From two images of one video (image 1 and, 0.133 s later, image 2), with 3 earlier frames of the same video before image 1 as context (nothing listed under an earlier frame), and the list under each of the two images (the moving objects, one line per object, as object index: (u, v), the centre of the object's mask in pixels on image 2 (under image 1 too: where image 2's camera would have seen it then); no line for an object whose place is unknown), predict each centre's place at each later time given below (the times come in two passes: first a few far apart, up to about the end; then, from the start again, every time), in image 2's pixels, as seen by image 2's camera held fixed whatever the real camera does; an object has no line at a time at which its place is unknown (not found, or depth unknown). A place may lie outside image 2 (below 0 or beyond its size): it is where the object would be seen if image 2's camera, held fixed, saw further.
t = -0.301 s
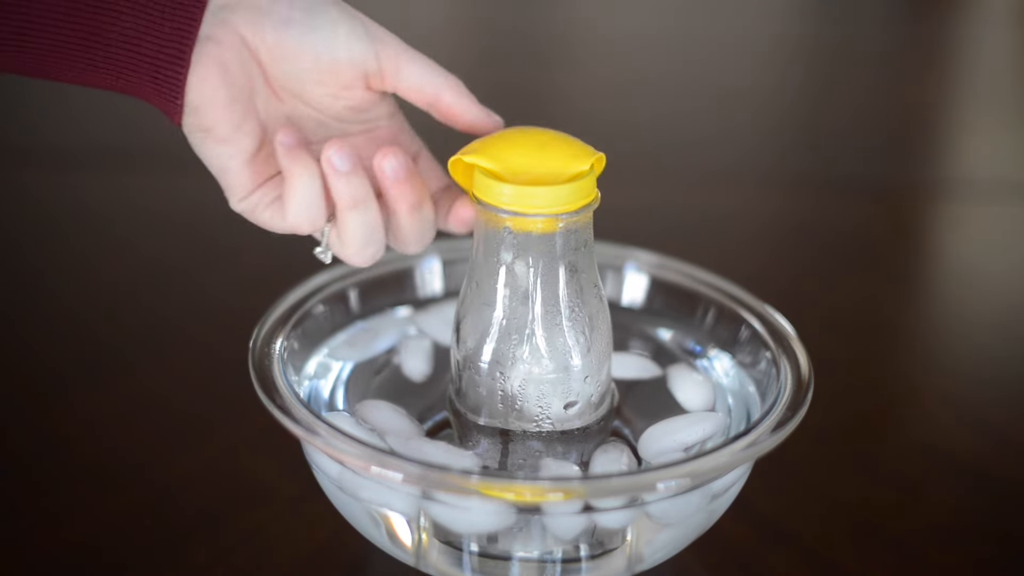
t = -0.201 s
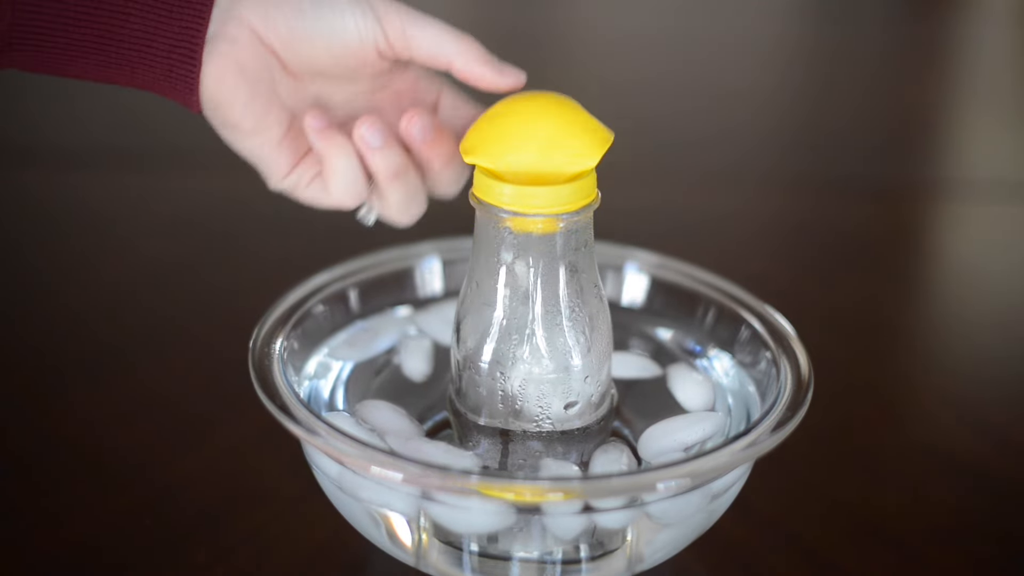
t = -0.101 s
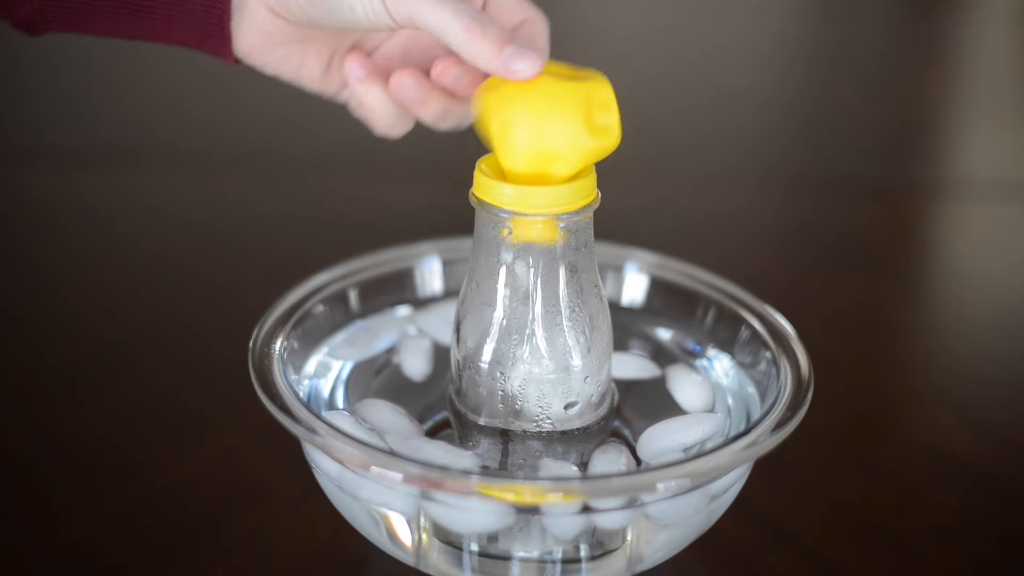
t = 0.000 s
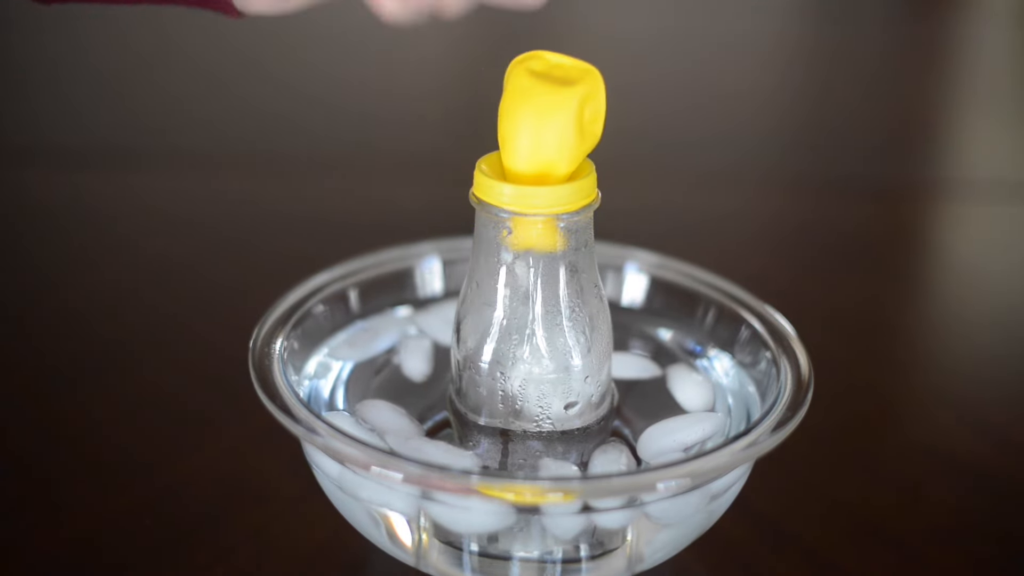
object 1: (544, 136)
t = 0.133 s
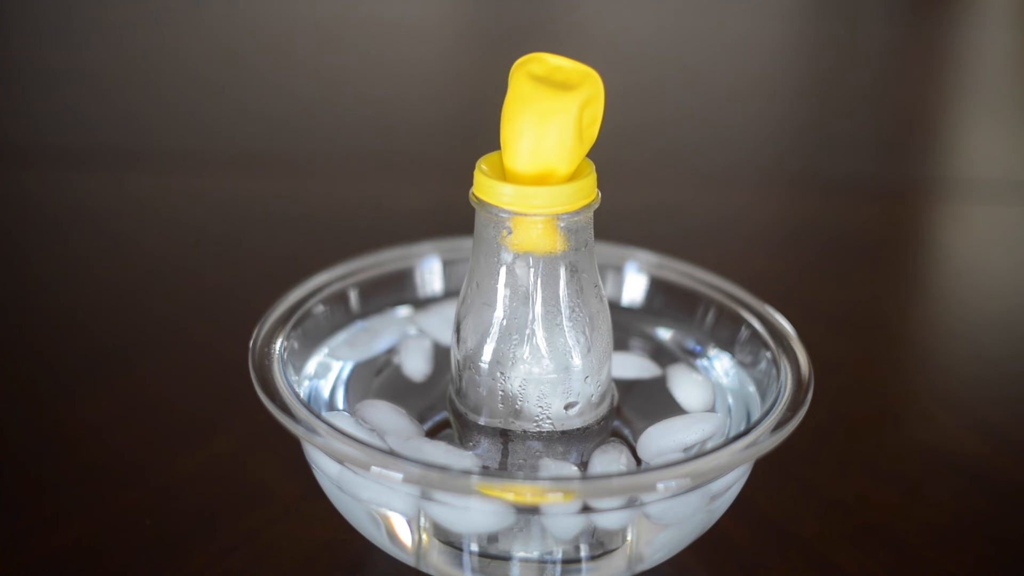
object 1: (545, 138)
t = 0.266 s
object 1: (546, 139)
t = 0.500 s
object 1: (545, 143)
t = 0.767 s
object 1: (545, 147)
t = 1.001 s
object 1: (546, 147)
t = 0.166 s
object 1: (545, 138)
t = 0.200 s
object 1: (545, 138)
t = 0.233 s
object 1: (546, 139)
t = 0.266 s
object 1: (546, 139)
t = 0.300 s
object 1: (546, 139)
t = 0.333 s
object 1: (546, 140)
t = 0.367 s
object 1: (546, 140)
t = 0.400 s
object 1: (546, 141)
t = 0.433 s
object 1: (545, 142)
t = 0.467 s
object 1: (545, 142)
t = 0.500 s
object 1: (545, 143)
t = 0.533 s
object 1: (545, 144)
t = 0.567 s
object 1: (545, 145)
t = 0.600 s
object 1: (545, 146)
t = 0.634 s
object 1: (545, 146)
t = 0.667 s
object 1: (545, 146)
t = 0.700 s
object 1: (545, 147)
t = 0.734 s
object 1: (545, 147)
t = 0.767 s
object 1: (545, 147)
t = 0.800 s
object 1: (545, 147)
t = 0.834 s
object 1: (545, 148)
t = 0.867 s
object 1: (545, 148)
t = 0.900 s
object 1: (545, 147)
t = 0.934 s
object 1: (546, 147)
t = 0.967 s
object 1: (546, 147)
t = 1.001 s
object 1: (546, 147)
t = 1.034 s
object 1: (546, 147)
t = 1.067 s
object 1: (546, 147)
